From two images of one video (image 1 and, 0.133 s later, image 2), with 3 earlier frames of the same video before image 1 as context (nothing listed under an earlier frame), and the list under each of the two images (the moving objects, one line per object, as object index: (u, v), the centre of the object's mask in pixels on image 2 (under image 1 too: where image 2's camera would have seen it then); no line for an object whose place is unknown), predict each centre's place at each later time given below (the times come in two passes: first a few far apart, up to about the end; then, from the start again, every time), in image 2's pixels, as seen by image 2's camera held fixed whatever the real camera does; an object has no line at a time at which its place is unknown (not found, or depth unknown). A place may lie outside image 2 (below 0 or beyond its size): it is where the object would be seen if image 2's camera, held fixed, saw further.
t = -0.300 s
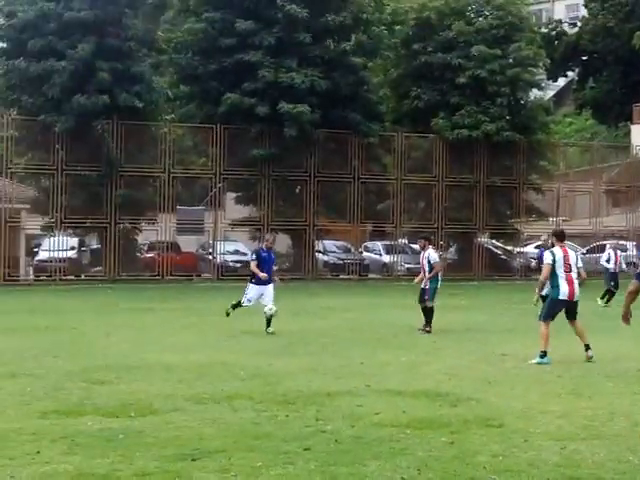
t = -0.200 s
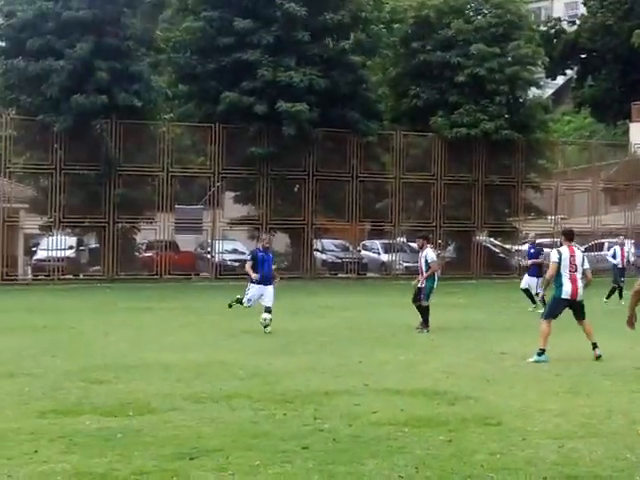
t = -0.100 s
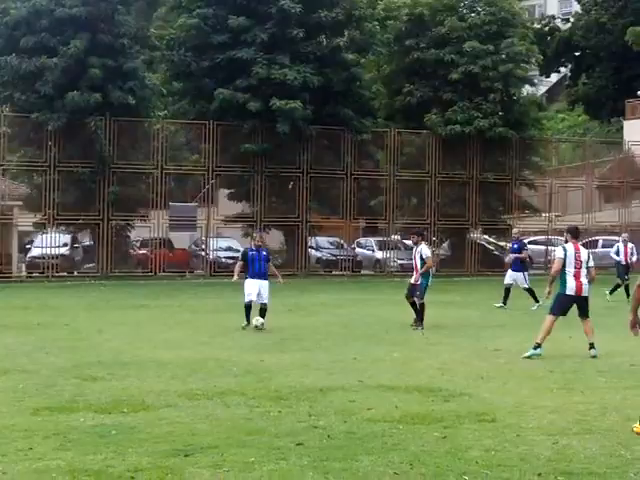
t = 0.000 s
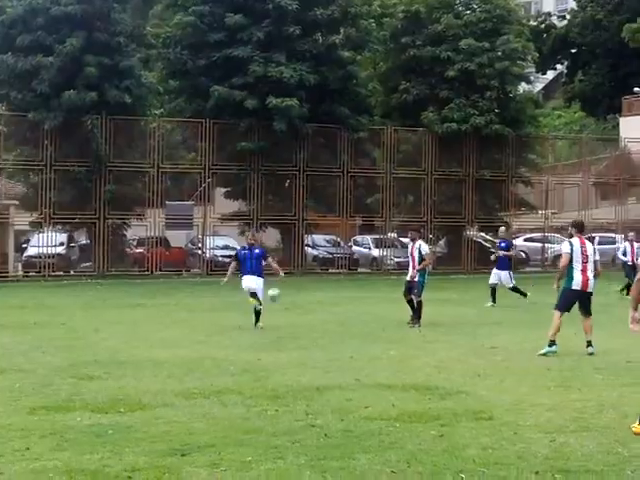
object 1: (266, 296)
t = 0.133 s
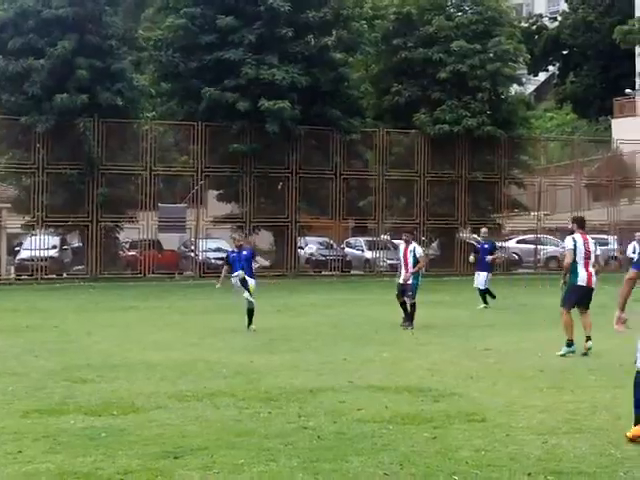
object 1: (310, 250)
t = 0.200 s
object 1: (334, 231)
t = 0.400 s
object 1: (414, 186)
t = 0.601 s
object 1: (507, 164)
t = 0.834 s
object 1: (642, 178)
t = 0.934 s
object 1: (716, 201)
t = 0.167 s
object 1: (324, 238)
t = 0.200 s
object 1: (334, 231)
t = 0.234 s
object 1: (347, 221)
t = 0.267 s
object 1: (359, 214)
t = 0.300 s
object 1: (372, 207)
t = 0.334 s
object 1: (386, 199)
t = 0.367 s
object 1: (400, 193)
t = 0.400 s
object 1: (414, 186)
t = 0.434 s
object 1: (429, 181)
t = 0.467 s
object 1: (444, 176)
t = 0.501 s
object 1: (459, 172)
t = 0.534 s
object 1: (475, 169)
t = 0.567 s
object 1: (491, 165)
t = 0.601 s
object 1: (507, 164)
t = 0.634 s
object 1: (524, 161)
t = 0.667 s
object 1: (542, 163)
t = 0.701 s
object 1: (560, 165)
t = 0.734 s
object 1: (582, 166)
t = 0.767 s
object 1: (602, 169)
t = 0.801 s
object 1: (622, 173)
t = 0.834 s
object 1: (642, 178)
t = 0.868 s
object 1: (667, 182)
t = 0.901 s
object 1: (691, 191)
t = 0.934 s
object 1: (716, 201)
